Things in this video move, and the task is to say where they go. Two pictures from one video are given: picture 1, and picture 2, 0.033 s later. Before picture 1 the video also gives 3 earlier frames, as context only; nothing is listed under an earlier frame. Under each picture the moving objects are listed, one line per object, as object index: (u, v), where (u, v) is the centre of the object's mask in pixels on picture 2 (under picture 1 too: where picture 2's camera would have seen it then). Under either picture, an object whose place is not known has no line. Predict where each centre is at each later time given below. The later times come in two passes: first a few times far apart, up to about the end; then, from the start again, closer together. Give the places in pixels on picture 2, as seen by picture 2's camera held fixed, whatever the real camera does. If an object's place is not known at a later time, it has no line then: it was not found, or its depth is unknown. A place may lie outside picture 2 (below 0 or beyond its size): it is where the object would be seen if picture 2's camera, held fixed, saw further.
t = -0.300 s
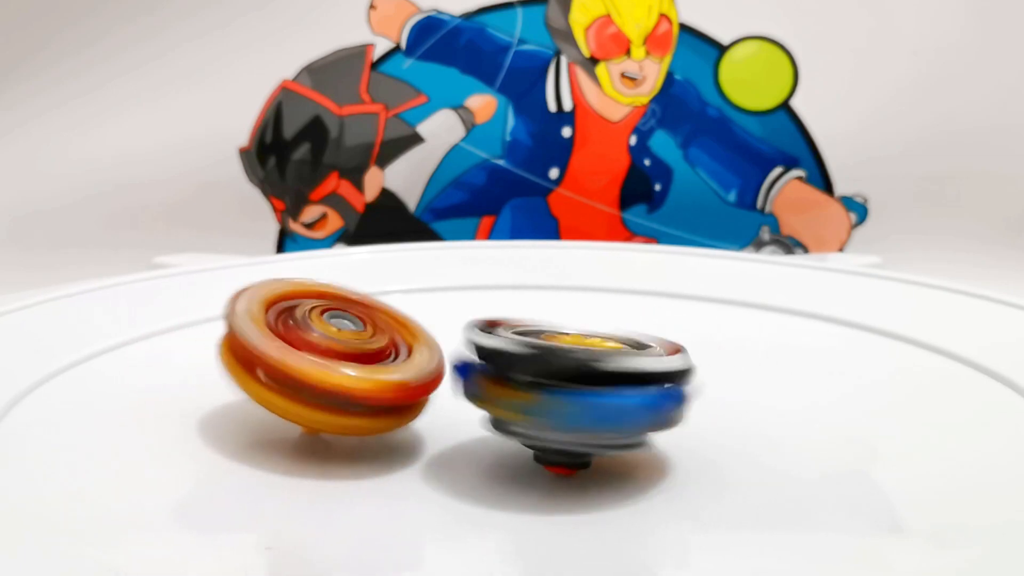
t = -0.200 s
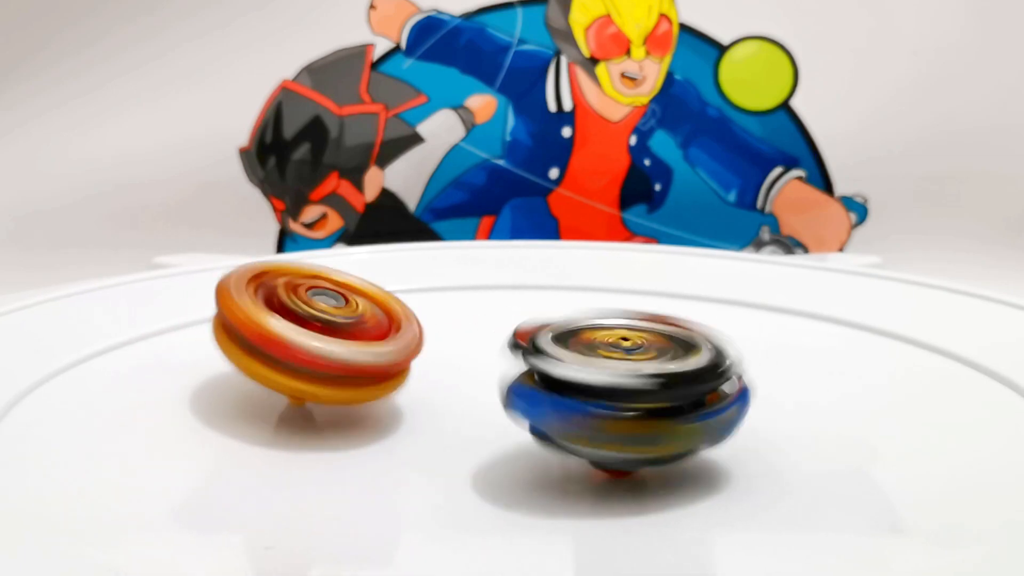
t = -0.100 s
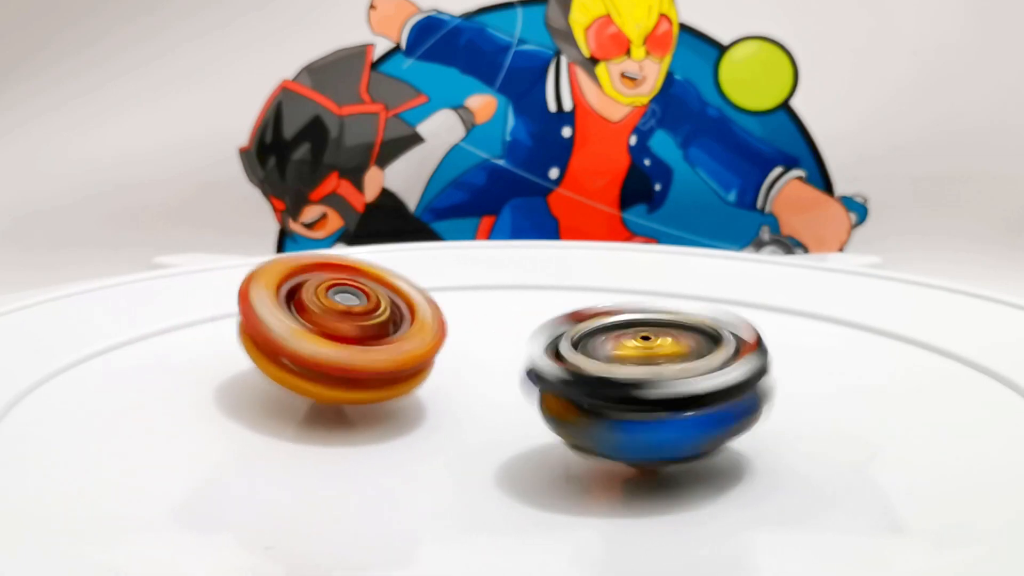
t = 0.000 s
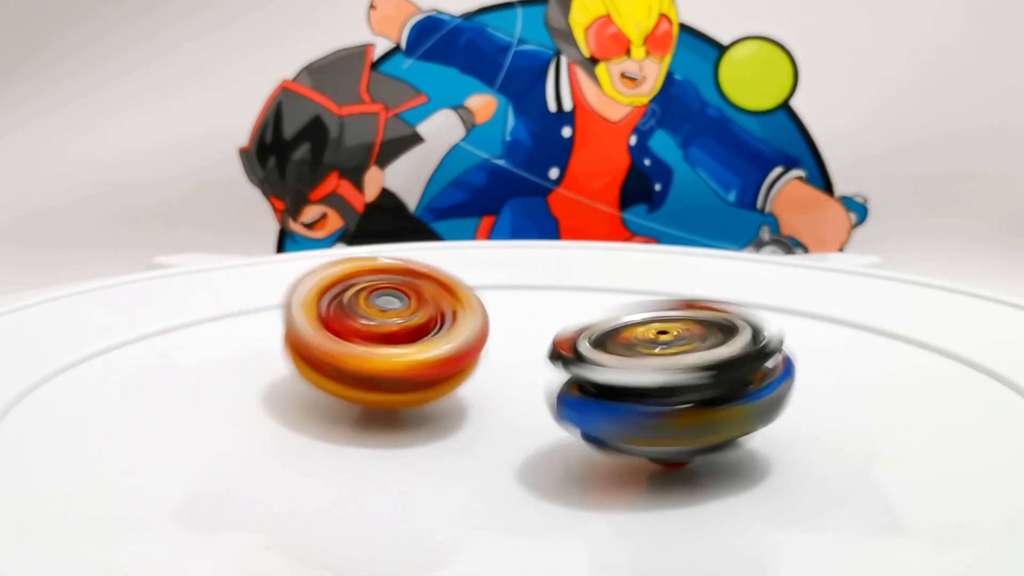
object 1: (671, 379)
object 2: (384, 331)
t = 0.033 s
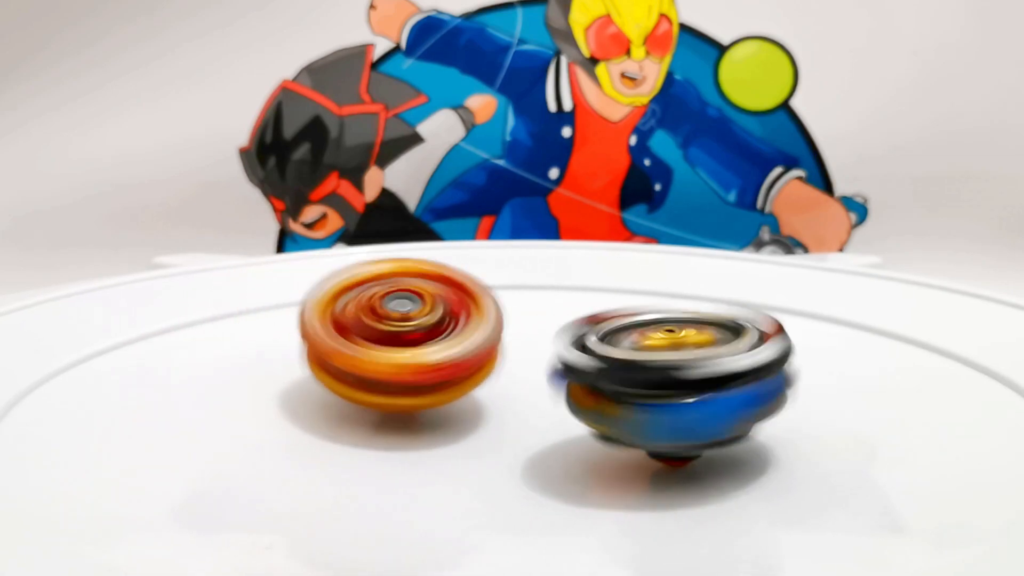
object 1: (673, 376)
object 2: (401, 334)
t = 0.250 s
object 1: (738, 380)
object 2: (444, 332)
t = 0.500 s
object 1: (699, 398)
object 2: (438, 349)
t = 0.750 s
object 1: (651, 412)
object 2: (384, 351)
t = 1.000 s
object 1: (616, 393)
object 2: (357, 341)
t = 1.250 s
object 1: (656, 372)
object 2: (416, 360)
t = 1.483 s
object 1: (681, 376)
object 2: (420, 380)
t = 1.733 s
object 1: (645, 385)
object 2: (387, 384)
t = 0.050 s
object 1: (679, 376)
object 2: (411, 336)
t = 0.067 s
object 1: (682, 376)
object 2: (421, 337)
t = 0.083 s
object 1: (681, 375)
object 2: (429, 339)
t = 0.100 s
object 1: (680, 374)
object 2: (438, 341)
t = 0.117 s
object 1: (684, 374)
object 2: (447, 344)
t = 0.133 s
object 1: (683, 373)
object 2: (458, 345)
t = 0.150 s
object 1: (678, 373)
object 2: (464, 348)
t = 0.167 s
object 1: (678, 373)
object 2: (470, 349)
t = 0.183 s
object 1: (692, 375)
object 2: (469, 345)
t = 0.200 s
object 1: (708, 379)
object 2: (461, 339)
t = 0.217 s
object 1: (719, 377)
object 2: (454, 336)
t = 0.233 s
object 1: (733, 379)
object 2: (448, 333)
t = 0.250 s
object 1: (738, 380)
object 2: (444, 332)
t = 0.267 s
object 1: (737, 380)
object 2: (443, 332)
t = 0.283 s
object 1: (742, 381)
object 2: (444, 332)
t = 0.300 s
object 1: (743, 382)
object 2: (445, 332)
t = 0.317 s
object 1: (739, 383)
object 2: (445, 333)
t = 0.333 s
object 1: (743, 384)
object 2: (445, 334)
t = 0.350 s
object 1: (743, 386)
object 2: (445, 335)
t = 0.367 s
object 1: (738, 387)
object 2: (445, 337)
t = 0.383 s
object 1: (740, 387)
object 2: (443, 338)
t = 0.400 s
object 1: (742, 389)
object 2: (442, 340)
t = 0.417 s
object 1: (730, 390)
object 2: (441, 341)
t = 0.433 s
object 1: (725, 392)
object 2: (441, 342)
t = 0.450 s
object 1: (723, 394)
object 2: (440, 344)
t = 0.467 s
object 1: (712, 394)
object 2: (439, 346)
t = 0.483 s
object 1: (703, 395)
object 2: (438, 347)
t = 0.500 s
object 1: (699, 398)
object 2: (438, 349)
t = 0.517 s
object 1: (687, 400)
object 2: (437, 351)
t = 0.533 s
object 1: (680, 399)
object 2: (436, 353)
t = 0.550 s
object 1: (677, 399)
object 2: (435, 354)
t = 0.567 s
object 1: (667, 401)
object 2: (435, 355)
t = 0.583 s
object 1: (656, 402)
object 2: (433, 357)
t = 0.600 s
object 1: (653, 401)
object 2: (430, 359)
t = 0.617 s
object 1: (646, 401)
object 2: (427, 361)
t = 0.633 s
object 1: (635, 400)
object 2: (425, 362)
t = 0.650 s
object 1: (641, 400)
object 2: (418, 359)
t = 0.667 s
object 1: (647, 402)
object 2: (403, 357)
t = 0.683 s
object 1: (652, 407)
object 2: (395, 354)
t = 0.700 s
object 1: (657, 405)
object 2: (392, 351)
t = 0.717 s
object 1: (649, 407)
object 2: (392, 352)
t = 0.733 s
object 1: (653, 413)
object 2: (390, 354)
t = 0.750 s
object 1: (651, 412)
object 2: (384, 351)
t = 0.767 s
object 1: (646, 410)
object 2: (375, 347)
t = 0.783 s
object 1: (647, 412)
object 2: (365, 346)
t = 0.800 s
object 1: (637, 409)
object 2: (358, 345)
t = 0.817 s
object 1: (635, 409)
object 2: (353, 344)
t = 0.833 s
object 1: (627, 408)
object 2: (350, 342)
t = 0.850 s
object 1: (623, 406)
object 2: (348, 341)
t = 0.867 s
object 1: (619, 404)
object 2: (349, 339)
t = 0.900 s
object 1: (615, 402)
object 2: (349, 338)
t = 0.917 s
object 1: (615, 400)
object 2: (351, 338)
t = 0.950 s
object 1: (615, 398)
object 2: (352, 338)
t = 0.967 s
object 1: (619, 399)
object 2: (352, 338)
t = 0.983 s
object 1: (615, 396)
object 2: (354, 339)
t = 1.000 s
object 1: (616, 393)
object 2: (357, 341)
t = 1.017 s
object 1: (619, 393)
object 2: (358, 341)
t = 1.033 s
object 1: (616, 390)
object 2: (361, 342)
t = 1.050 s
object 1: (619, 390)
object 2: (364, 343)
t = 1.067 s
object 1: (616, 387)
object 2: (369, 344)
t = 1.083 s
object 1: (619, 385)
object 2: (374, 346)
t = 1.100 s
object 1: (622, 385)
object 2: (381, 348)
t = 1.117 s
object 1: (620, 382)
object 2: (386, 350)
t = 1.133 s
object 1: (626, 383)
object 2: (391, 352)
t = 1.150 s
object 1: (623, 380)
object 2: (397, 355)
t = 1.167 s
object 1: (627, 378)
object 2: (402, 358)
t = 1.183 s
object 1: (635, 382)
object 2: (401, 360)
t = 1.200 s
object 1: (639, 380)
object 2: (401, 360)
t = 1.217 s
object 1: (649, 382)
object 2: (405, 360)
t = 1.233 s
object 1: (648, 377)
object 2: (410, 360)
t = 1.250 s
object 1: (656, 372)
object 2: (416, 360)
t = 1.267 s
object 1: (659, 371)
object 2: (419, 362)
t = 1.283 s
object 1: (664, 372)
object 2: (421, 363)
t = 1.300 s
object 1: (666, 372)
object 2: (422, 364)
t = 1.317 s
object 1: (663, 370)
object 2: (423, 365)
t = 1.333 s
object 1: (668, 369)
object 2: (423, 368)
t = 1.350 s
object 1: (666, 368)
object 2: (422, 370)
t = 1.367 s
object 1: (673, 369)
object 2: (421, 371)
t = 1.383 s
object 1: (675, 370)
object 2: (423, 373)
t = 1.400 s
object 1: (676, 370)
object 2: (423, 374)
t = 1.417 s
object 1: (679, 371)
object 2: (422, 375)
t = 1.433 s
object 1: (677, 371)
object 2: (420, 377)
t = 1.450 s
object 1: (684, 373)
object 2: (419, 378)
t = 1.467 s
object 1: (680, 374)
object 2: (419, 379)
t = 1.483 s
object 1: (681, 376)
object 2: (420, 380)
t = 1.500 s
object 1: (678, 378)
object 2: (418, 381)
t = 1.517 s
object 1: (676, 378)
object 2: (416, 382)
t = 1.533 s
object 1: (677, 381)
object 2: (415, 383)
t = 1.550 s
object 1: (670, 382)
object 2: (415, 384)
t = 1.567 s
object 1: (673, 384)
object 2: (415, 384)
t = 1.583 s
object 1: (664, 386)
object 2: (412, 385)
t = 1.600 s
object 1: (665, 386)
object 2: (408, 386)
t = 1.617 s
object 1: (662, 386)
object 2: (405, 386)
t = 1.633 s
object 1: (661, 385)
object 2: (404, 386)
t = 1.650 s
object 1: (658, 386)
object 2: (404, 386)
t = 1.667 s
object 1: (650, 387)
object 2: (403, 386)
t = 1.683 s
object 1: (651, 386)
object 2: (400, 387)
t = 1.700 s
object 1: (642, 386)
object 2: (396, 386)
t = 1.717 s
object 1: (647, 385)
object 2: (395, 385)
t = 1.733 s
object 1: (645, 385)
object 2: (387, 384)
